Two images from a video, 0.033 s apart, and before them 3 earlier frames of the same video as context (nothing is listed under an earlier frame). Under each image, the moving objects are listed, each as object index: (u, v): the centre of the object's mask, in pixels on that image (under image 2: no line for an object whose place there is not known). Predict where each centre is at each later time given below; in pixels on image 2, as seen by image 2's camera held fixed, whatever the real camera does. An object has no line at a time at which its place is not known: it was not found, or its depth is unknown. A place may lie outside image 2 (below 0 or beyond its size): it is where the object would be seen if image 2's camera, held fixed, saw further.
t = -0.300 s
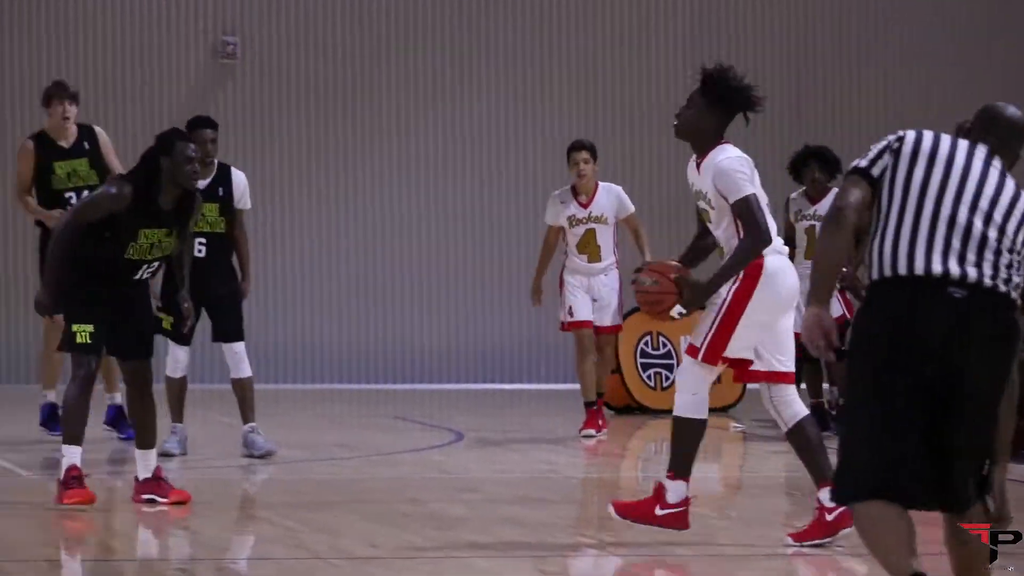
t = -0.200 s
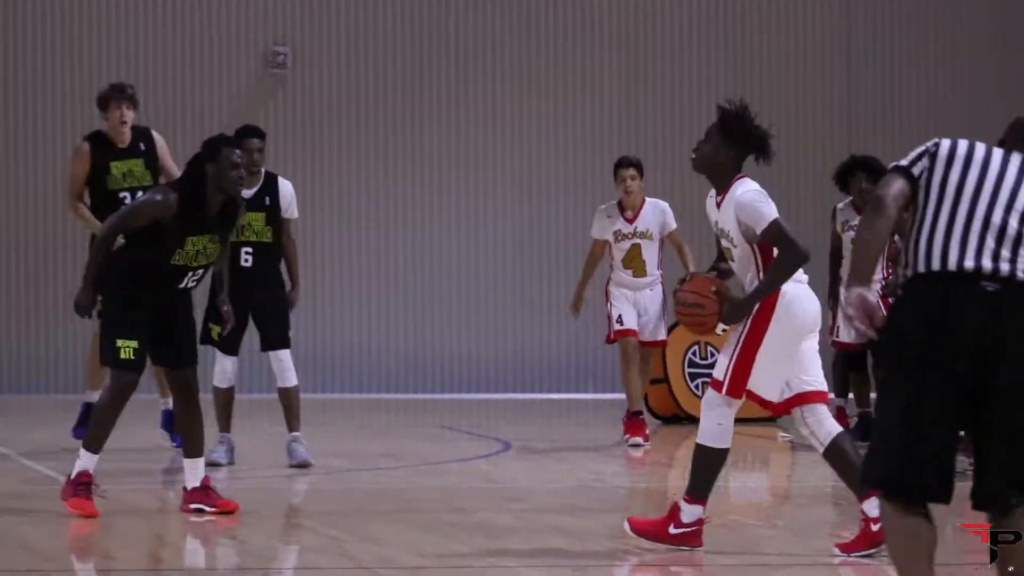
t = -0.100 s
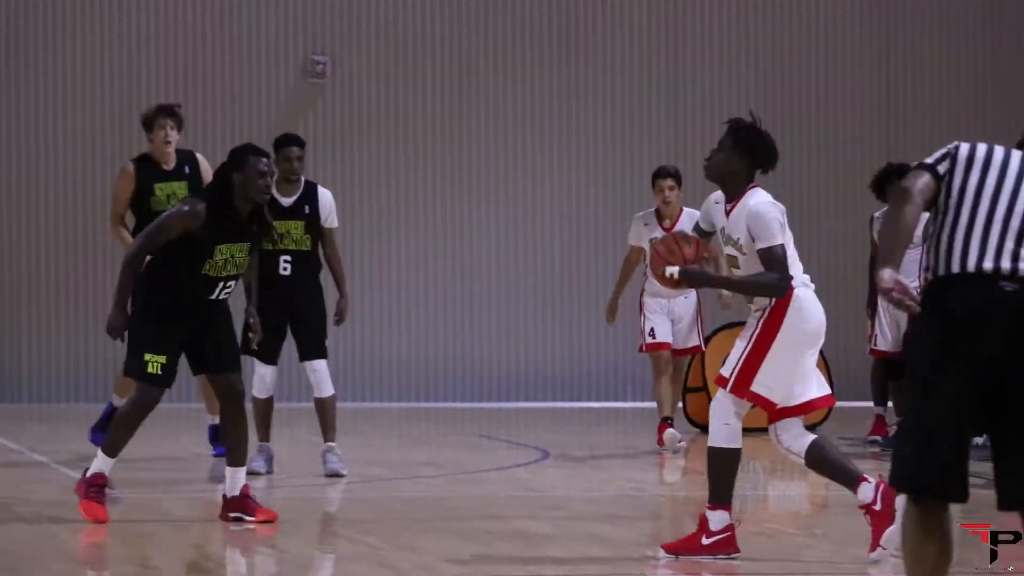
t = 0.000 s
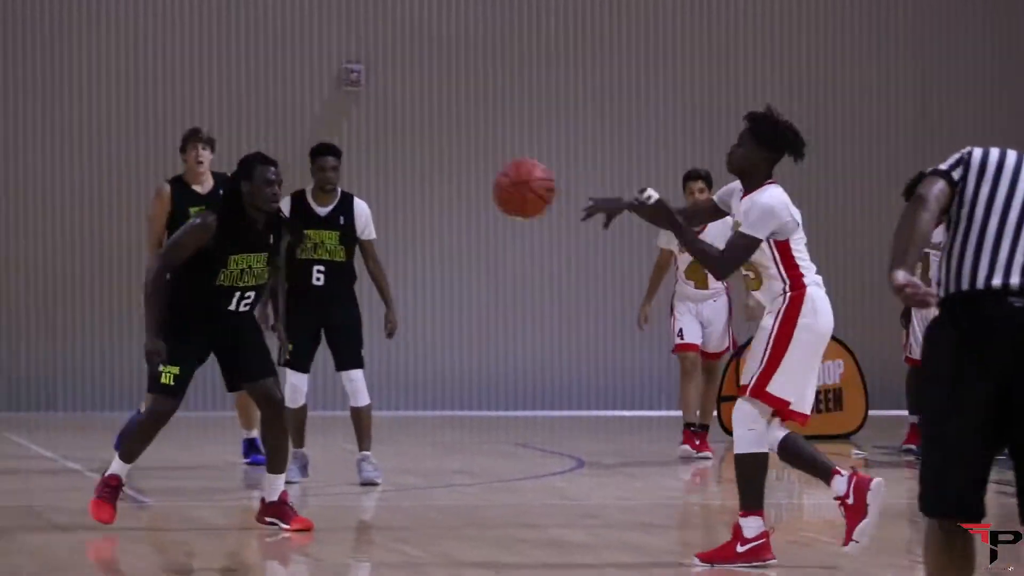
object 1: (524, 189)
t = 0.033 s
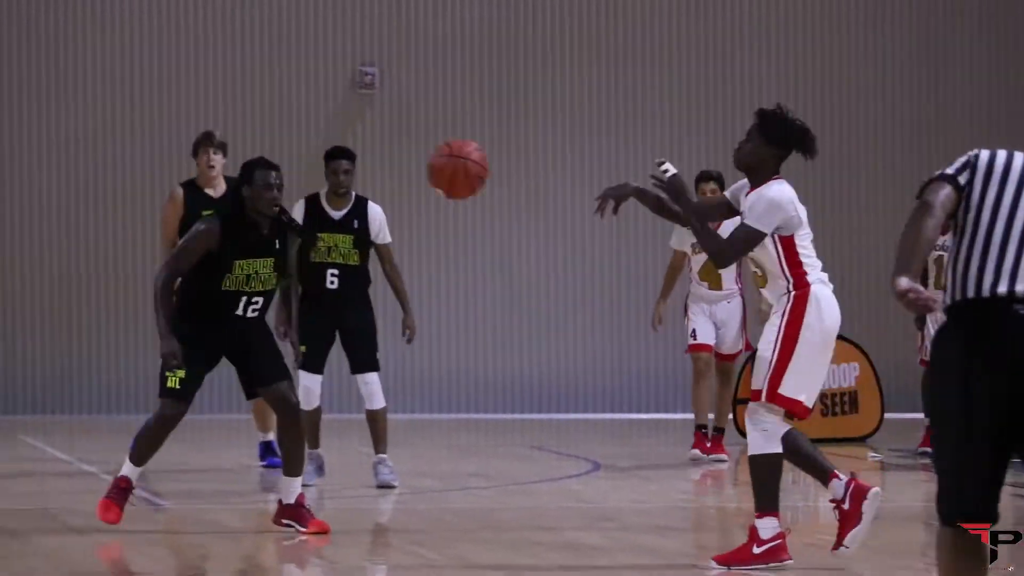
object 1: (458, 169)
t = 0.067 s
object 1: (378, 148)
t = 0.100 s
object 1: (294, 127)
